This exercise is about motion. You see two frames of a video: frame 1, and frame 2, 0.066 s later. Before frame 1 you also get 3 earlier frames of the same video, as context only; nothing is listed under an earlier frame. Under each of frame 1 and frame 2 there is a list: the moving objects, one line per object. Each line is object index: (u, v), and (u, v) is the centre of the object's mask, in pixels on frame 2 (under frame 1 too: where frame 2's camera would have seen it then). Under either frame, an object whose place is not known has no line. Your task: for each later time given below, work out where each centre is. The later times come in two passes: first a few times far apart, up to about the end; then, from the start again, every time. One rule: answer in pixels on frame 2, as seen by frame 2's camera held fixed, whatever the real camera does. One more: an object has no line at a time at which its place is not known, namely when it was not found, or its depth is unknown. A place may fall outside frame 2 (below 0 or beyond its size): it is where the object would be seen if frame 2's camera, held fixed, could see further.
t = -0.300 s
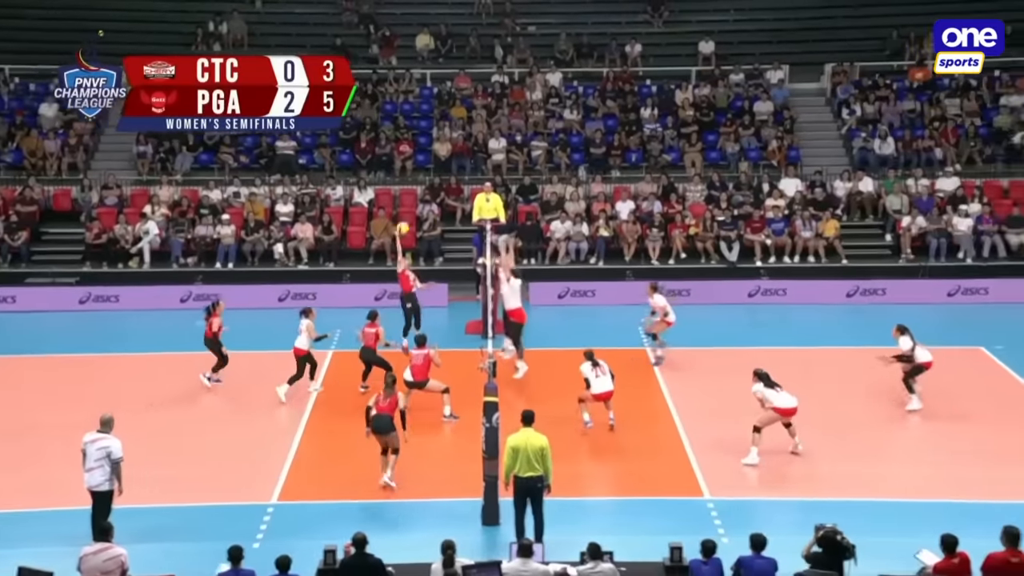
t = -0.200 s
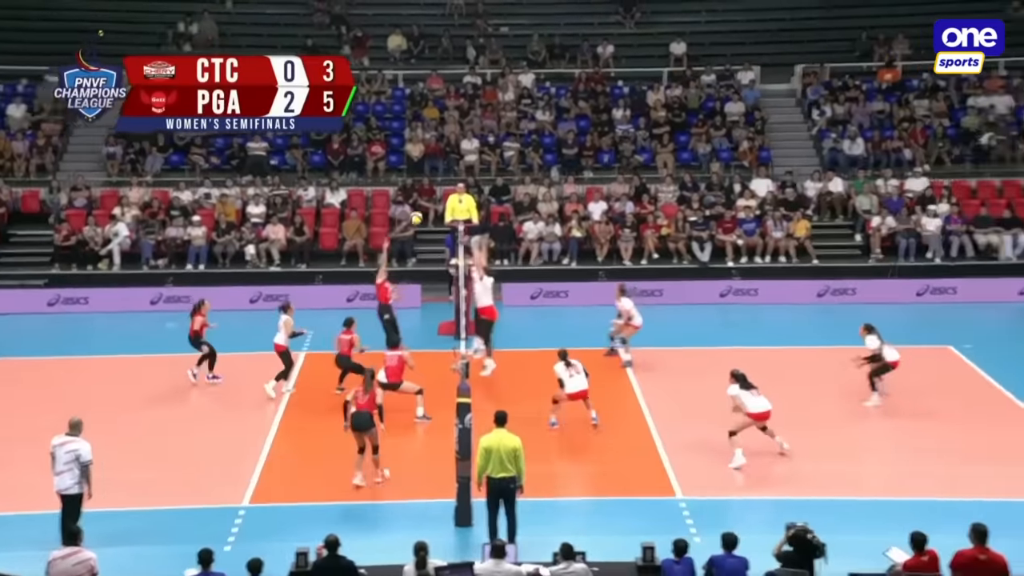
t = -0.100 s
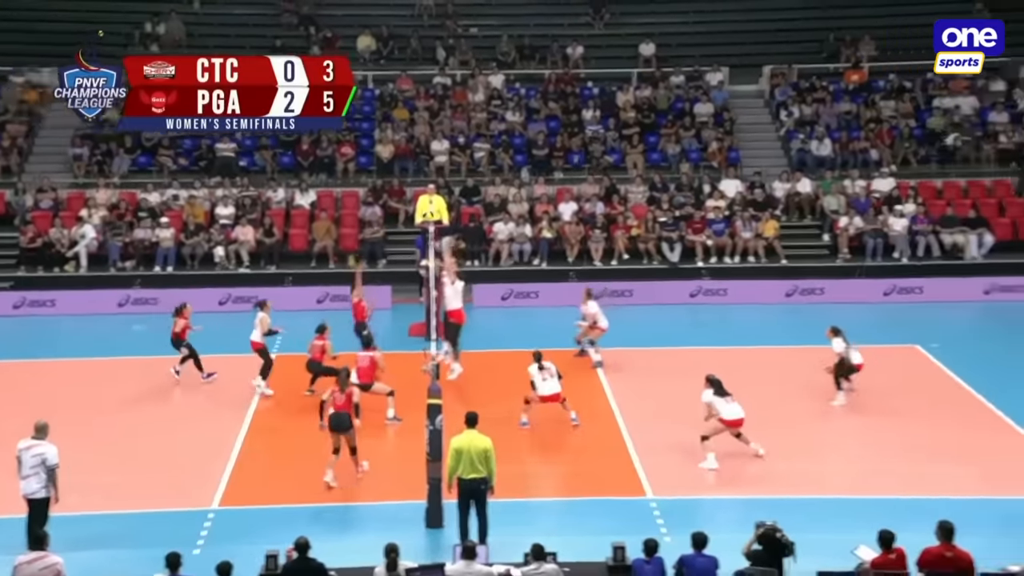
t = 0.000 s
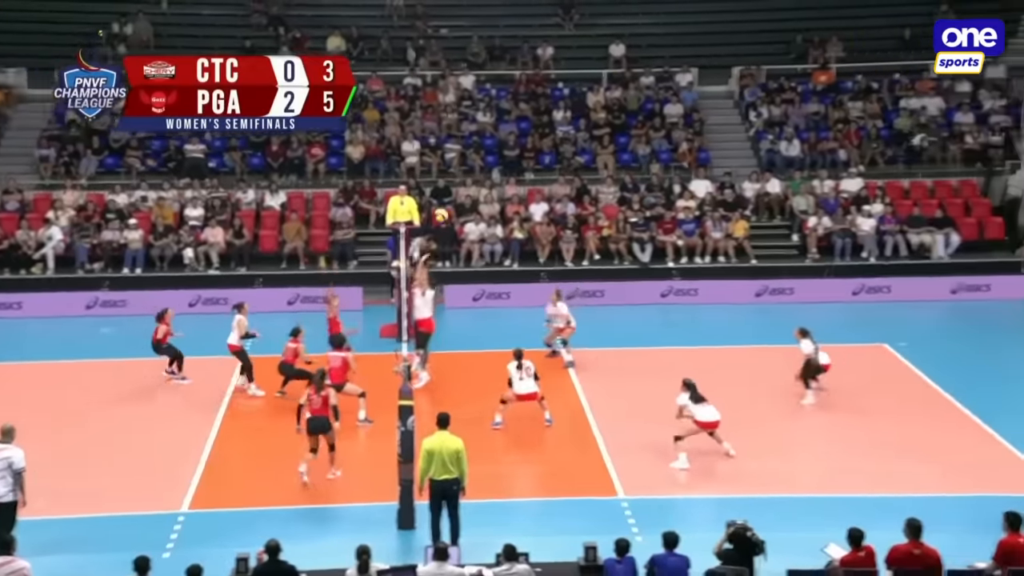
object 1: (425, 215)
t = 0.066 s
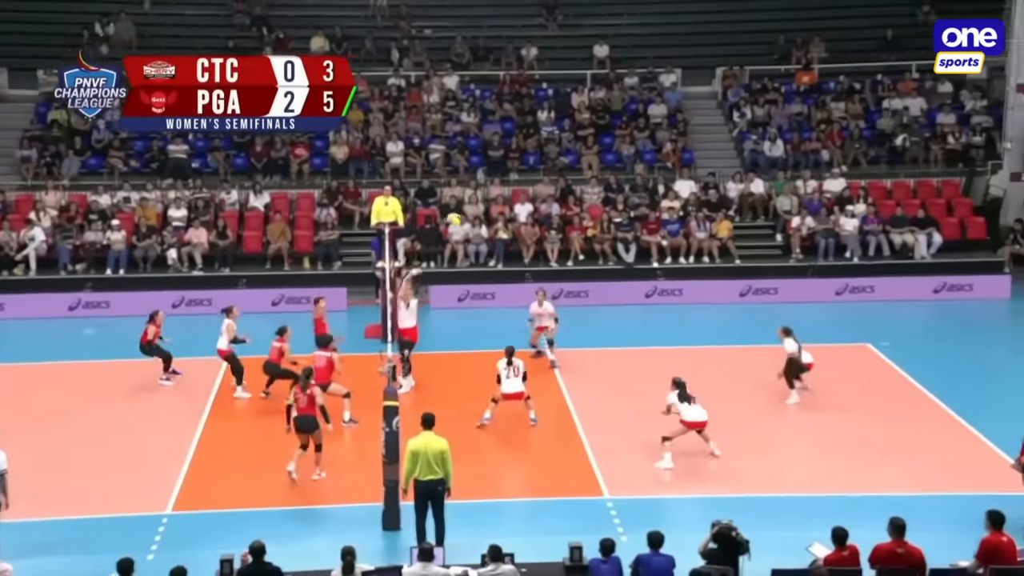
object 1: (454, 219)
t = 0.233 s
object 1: (528, 242)
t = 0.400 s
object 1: (601, 282)
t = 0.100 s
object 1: (468, 220)
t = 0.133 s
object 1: (484, 226)
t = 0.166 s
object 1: (499, 231)
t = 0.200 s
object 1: (511, 235)
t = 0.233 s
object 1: (528, 242)
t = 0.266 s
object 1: (541, 248)
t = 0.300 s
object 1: (557, 255)
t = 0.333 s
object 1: (571, 264)
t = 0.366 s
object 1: (586, 274)
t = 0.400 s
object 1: (601, 282)
